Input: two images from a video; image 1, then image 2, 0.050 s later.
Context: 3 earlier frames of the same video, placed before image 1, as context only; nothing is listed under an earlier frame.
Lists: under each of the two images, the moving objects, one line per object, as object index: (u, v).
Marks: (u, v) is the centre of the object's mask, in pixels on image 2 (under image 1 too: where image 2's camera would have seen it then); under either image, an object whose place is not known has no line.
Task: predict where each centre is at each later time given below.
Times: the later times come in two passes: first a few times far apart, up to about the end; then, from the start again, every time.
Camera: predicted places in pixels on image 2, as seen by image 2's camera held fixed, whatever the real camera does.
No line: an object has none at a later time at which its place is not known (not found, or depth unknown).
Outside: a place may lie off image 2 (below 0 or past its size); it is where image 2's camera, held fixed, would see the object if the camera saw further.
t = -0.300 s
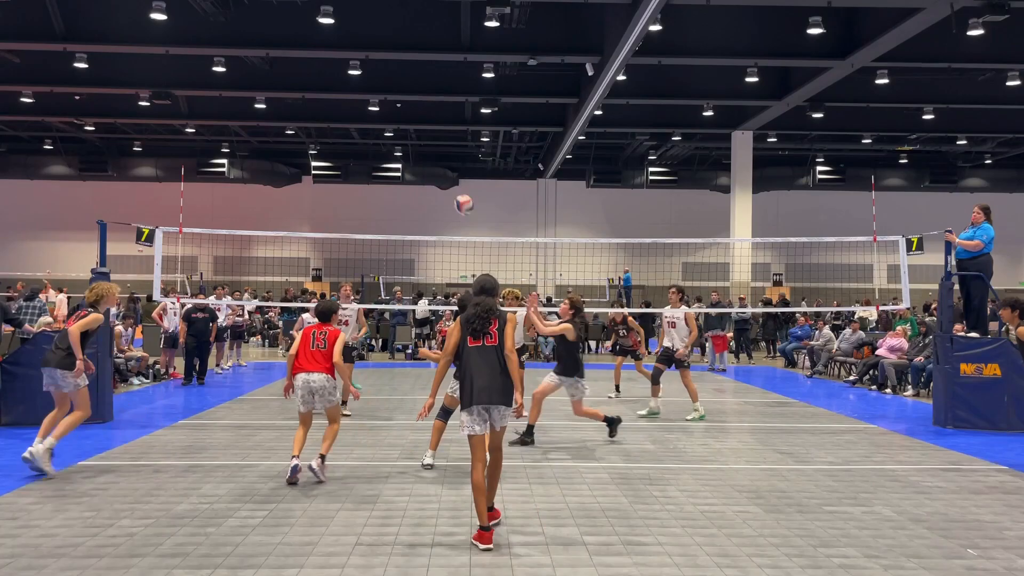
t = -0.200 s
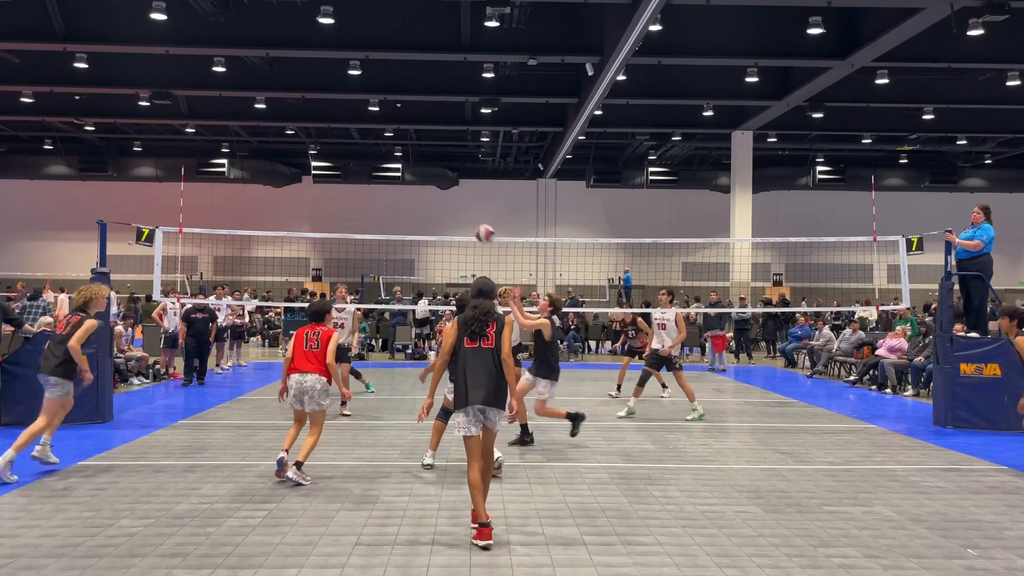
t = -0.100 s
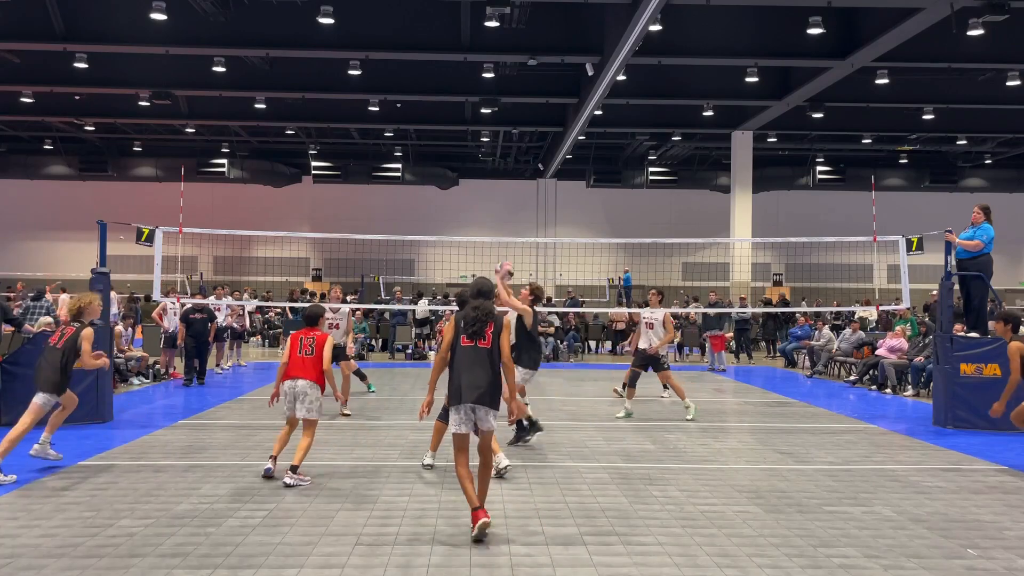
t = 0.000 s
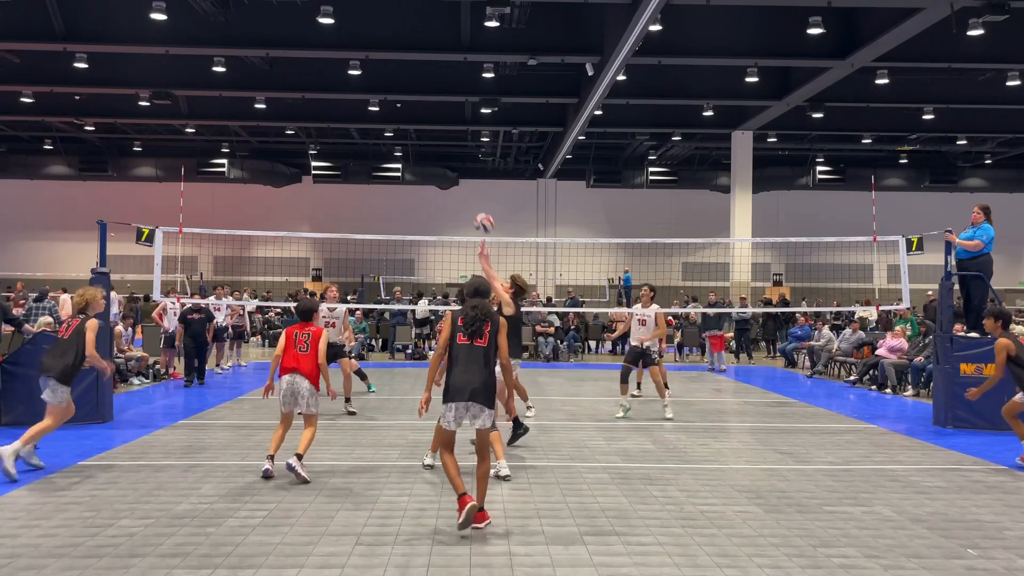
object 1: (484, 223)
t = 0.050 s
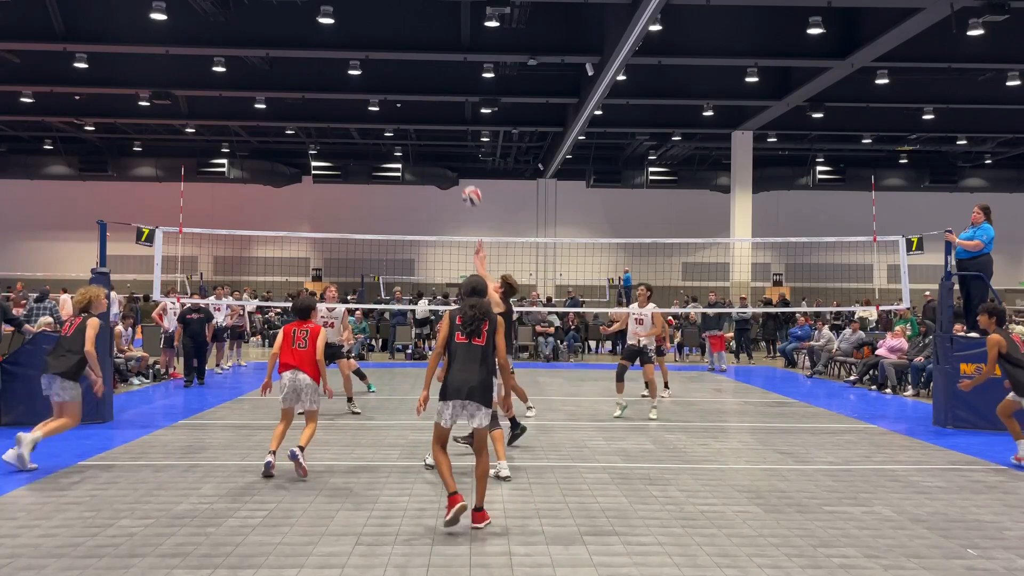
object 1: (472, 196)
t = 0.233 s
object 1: (428, 118)
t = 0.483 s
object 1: (368, 64)
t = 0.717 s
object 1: (314, 65)
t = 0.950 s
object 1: (261, 114)
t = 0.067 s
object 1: (468, 187)
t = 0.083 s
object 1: (463, 179)
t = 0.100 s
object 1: (460, 172)
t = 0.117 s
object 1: (456, 164)
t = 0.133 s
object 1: (452, 157)
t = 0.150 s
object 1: (448, 150)
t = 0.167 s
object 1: (444, 143)
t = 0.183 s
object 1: (440, 136)
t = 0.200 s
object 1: (436, 130)
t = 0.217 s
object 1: (432, 124)
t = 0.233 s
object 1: (428, 118)
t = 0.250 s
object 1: (424, 113)
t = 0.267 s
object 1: (420, 107)
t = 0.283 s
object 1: (416, 102)
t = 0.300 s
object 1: (412, 98)
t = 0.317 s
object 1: (407, 94)
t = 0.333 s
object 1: (404, 89)
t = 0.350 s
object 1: (400, 85)
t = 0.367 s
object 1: (396, 82)
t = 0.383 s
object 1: (392, 78)
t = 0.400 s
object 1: (388, 75)
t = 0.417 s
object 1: (384, 73)
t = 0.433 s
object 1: (380, 70)
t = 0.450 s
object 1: (376, 68)
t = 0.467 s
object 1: (372, 66)
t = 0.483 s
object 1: (368, 64)
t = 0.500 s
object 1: (364, 62)
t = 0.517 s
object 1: (360, 61)
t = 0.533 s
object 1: (356, 60)
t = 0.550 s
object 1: (352, 60)
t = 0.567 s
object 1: (348, 59)
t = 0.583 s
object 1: (345, 58)
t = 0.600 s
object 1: (341, 58)
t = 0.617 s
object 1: (337, 59)
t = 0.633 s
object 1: (333, 59)
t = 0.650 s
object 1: (329, 60)
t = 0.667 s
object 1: (325, 61)
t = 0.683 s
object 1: (321, 62)
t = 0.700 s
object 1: (317, 64)
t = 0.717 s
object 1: (314, 65)
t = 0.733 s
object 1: (310, 67)
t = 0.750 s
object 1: (306, 69)
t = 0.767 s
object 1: (302, 72)
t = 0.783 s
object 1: (299, 75)
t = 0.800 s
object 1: (295, 78)
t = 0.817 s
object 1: (291, 81)
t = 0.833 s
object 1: (287, 84)
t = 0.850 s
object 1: (284, 88)
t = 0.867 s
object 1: (280, 91)
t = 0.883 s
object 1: (276, 96)
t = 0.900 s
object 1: (273, 100)
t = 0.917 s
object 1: (269, 104)
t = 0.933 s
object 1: (265, 109)
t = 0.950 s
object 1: (261, 114)
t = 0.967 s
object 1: (258, 120)
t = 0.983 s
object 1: (254, 125)
